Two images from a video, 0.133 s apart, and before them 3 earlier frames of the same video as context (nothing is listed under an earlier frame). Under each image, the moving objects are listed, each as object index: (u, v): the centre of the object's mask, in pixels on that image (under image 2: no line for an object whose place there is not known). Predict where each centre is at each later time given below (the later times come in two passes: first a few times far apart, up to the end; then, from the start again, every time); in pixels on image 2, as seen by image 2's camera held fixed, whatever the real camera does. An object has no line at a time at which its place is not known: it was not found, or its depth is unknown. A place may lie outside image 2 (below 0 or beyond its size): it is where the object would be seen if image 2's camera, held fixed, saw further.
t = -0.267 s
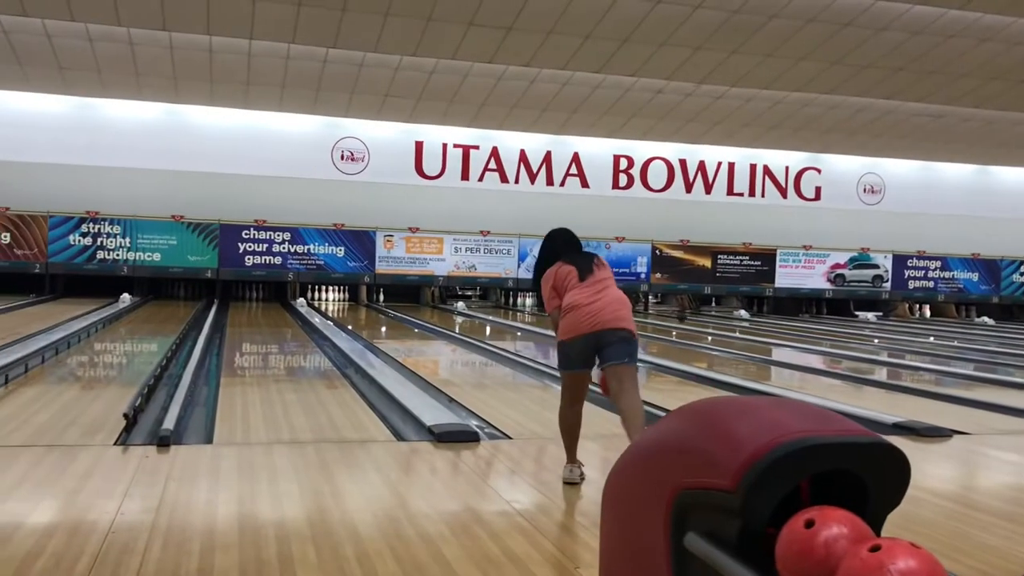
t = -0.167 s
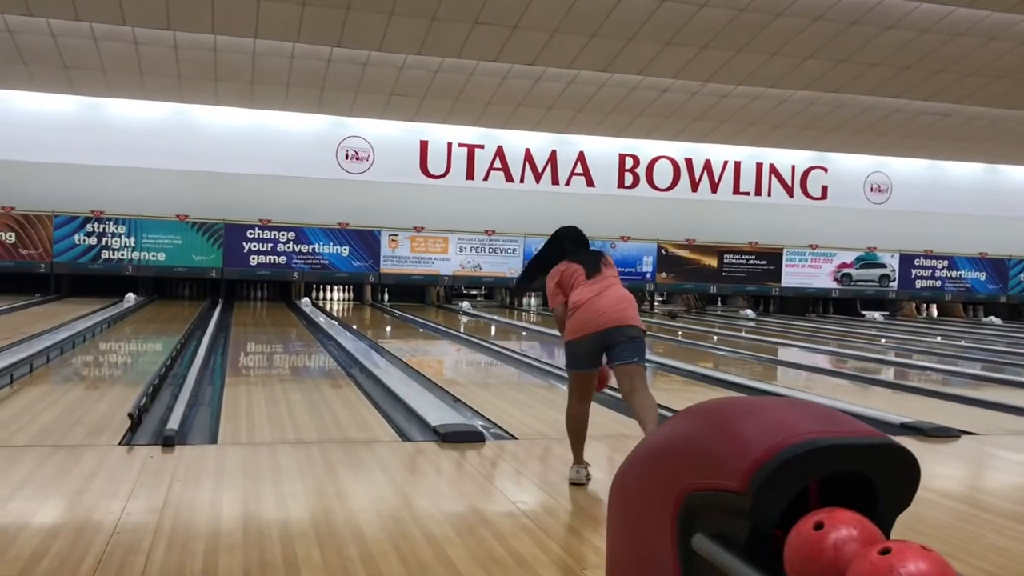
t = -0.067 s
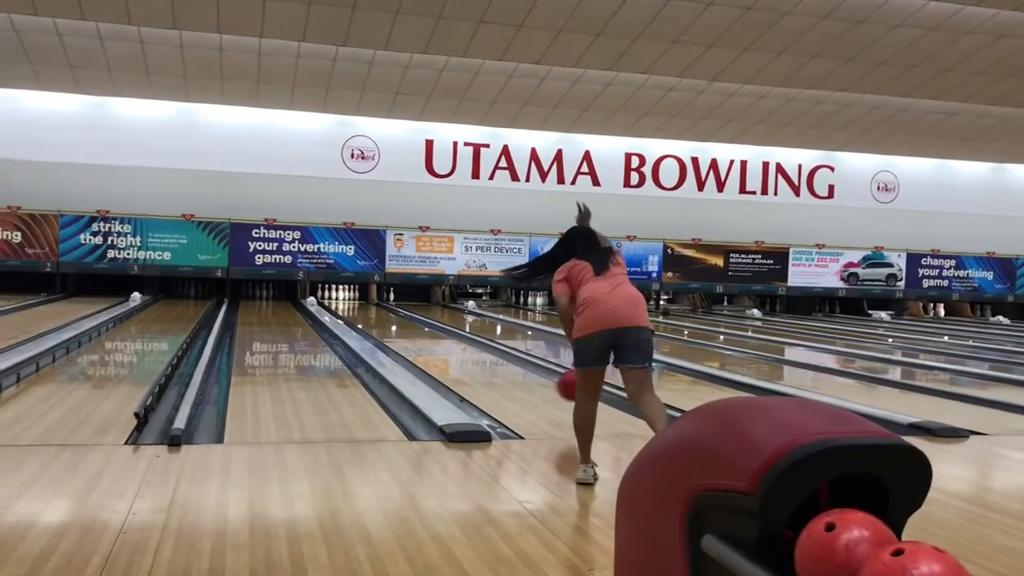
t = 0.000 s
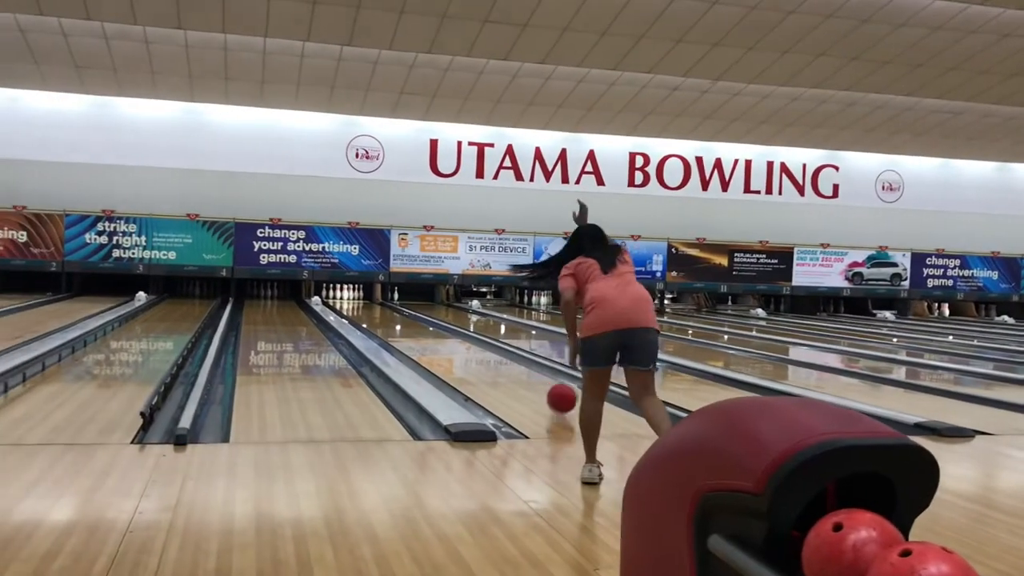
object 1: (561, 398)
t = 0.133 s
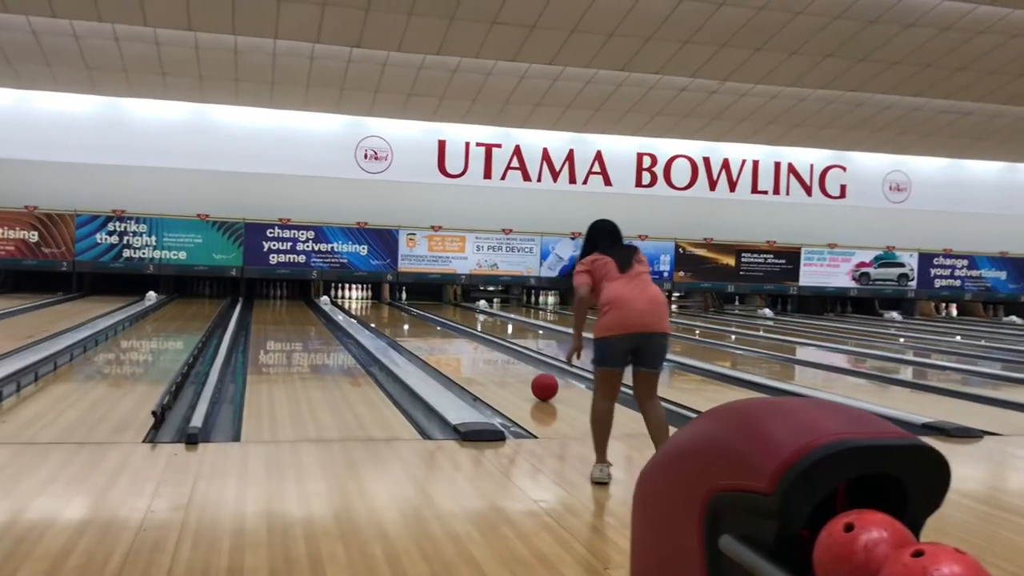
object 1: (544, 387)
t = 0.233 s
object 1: (528, 378)
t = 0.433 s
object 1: (503, 364)
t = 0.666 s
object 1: (479, 350)
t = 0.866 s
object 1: (465, 341)
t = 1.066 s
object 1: (451, 335)
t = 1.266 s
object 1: (440, 329)
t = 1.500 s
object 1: (429, 322)
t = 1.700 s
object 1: (420, 318)
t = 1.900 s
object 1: (413, 315)
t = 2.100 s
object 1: (407, 311)
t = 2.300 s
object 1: (401, 308)
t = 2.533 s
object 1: (397, 305)
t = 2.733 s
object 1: (392, 303)
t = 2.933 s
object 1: (390, 302)
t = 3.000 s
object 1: (390, 302)
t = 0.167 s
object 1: (539, 384)
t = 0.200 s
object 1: (533, 380)
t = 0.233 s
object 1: (528, 378)
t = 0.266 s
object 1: (523, 376)
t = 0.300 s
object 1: (519, 373)
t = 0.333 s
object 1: (514, 371)
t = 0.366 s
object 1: (510, 368)
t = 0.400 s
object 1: (506, 366)
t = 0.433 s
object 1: (503, 364)
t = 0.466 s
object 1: (499, 361)
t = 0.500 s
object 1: (495, 359)
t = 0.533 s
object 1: (492, 358)
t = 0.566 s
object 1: (489, 356)
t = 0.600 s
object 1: (486, 354)
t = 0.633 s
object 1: (483, 352)
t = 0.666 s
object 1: (479, 350)
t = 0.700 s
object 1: (477, 349)
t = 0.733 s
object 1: (475, 347)
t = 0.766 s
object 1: (472, 346)
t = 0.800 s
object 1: (469, 344)
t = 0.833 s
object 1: (467, 342)
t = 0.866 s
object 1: (465, 341)
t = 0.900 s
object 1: (462, 340)
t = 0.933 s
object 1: (460, 339)
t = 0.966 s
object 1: (458, 338)
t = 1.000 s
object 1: (455, 337)
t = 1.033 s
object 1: (454, 335)
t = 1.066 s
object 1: (451, 335)
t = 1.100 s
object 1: (449, 334)
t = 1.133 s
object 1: (448, 332)
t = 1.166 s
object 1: (446, 331)
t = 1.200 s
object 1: (444, 330)
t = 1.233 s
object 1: (442, 329)
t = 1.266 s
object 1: (440, 329)
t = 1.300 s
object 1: (438, 328)
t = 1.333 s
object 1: (437, 327)
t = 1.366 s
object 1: (435, 326)
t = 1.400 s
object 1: (434, 325)
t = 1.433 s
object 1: (432, 324)
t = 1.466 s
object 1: (430, 323)
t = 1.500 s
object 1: (429, 322)
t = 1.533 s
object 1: (428, 322)
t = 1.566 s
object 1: (426, 321)
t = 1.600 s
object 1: (424, 320)
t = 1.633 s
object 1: (423, 320)
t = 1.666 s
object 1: (421, 319)
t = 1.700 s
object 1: (420, 318)
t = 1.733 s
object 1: (419, 318)
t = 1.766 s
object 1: (418, 317)
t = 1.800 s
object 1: (416, 316)
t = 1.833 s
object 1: (415, 316)
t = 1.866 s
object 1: (414, 315)
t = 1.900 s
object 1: (413, 315)
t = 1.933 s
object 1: (412, 314)
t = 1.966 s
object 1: (411, 314)
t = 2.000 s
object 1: (410, 313)
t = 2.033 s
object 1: (409, 312)
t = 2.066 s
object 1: (408, 312)
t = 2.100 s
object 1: (407, 311)
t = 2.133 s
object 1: (405, 310)
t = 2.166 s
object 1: (405, 310)
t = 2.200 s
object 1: (404, 310)
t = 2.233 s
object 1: (403, 309)
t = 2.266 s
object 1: (402, 309)
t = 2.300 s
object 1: (401, 308)
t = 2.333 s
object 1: (399, 307)
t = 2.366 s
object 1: (399, 307)
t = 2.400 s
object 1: (399, 307)
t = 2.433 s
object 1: (399, 306)
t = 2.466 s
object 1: (398, 306)
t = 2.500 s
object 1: (397, 306)
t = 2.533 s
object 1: (397, 305)
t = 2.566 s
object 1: (396, 305)
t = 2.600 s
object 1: (397, 305)
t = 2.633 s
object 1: (395, 304)
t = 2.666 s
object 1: (394, 304)
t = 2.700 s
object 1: (393, 303)
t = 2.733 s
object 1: (392, 303)
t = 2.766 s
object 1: (391, 302)
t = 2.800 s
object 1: (391, 302)
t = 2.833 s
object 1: (391, 302)
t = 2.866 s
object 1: (391, 302)
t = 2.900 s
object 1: (391, 302)
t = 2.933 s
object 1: (390, 302)
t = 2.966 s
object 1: (390, 301)
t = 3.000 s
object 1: (390, 302)
